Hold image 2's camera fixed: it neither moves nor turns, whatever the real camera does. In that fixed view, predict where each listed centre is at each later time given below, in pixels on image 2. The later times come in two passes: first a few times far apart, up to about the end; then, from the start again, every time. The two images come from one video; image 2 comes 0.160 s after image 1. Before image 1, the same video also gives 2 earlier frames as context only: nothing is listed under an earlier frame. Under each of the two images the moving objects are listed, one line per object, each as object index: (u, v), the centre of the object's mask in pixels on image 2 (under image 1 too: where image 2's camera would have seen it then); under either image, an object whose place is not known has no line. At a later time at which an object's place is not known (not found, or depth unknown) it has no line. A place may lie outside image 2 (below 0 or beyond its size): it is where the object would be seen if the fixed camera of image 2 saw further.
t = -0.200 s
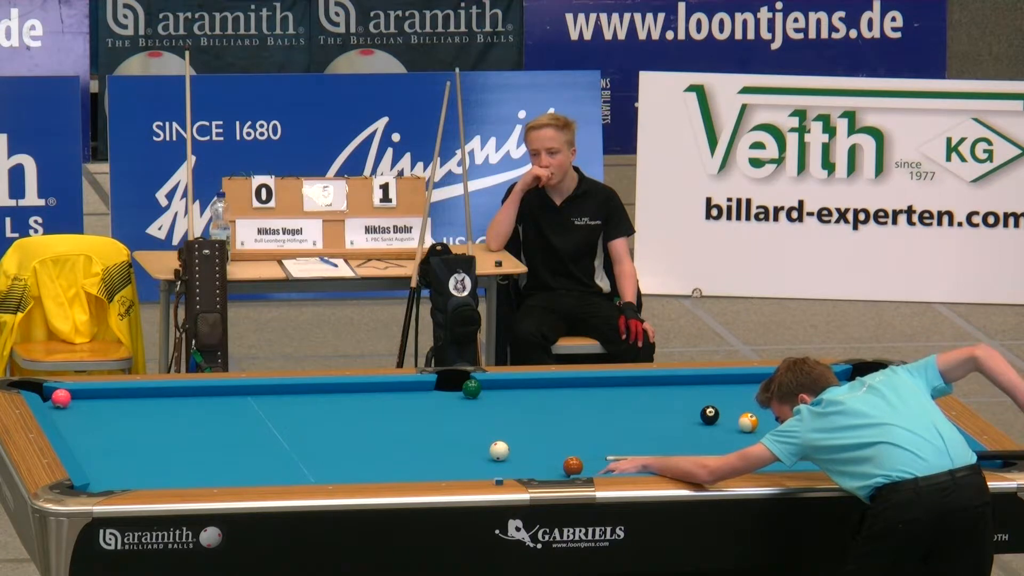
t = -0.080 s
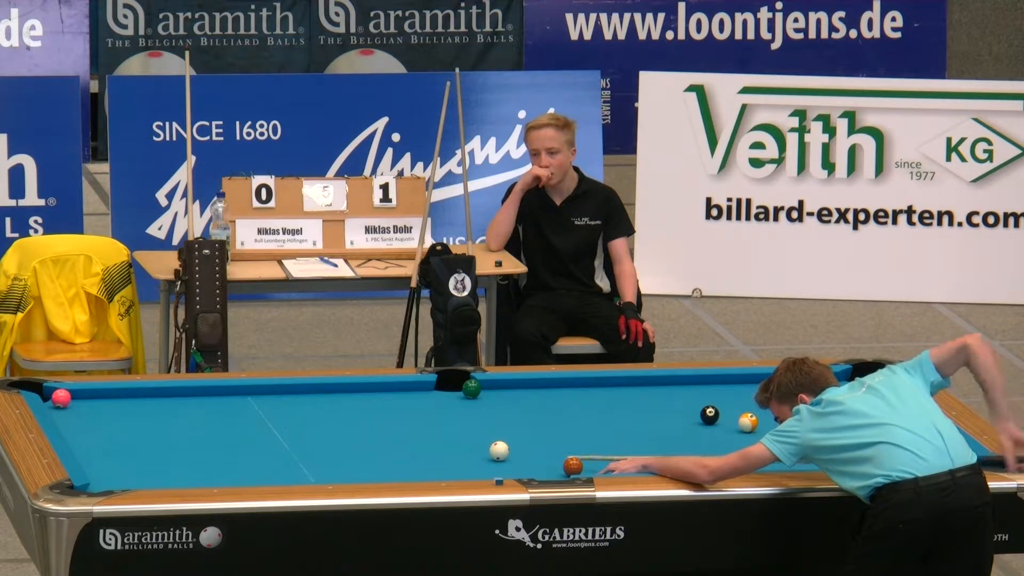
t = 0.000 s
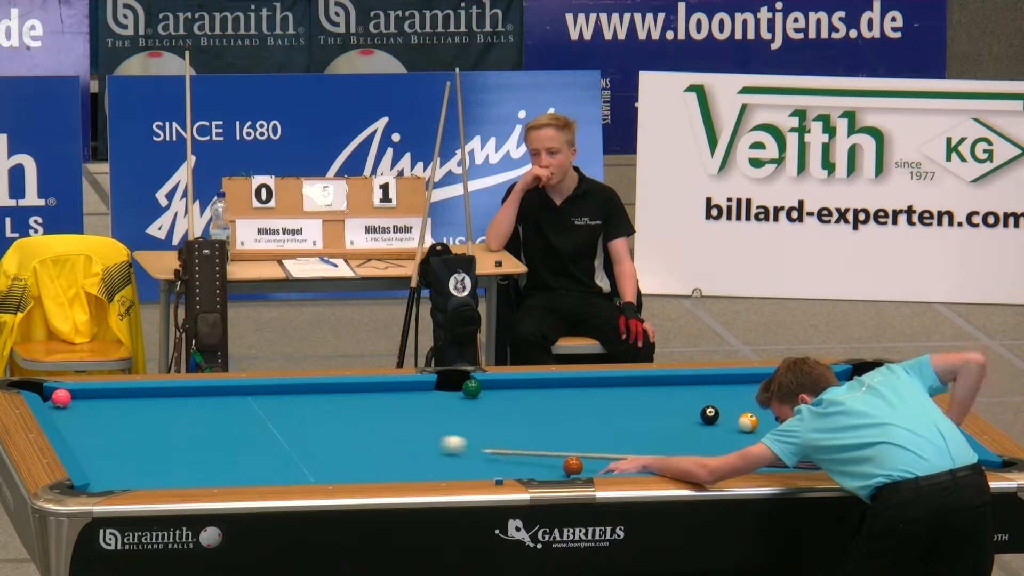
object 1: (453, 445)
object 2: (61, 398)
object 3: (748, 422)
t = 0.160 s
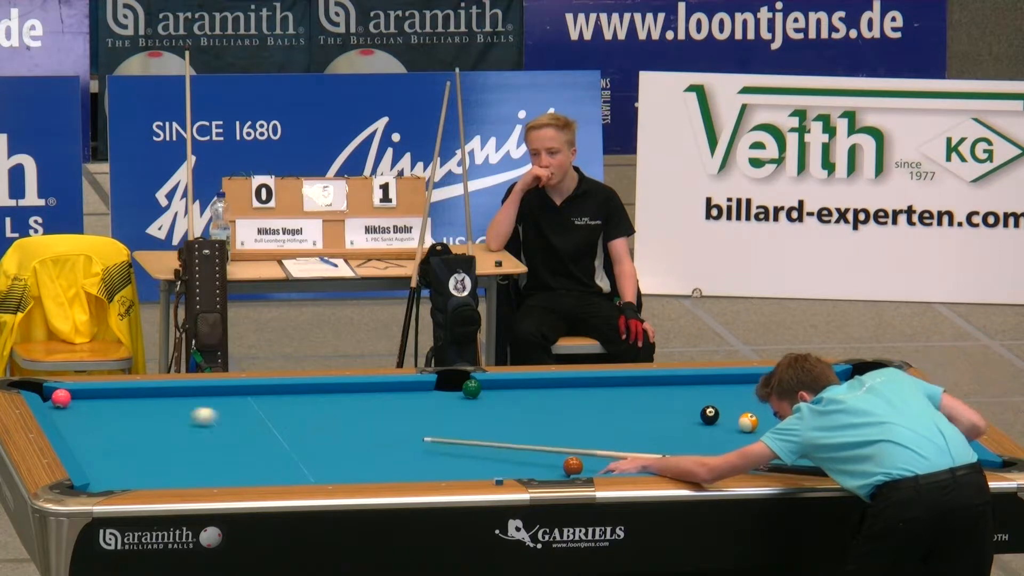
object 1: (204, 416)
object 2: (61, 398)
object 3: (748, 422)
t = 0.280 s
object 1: (60, 404)
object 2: (36, 389)
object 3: (748, 422)
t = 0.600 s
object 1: (155, 424)
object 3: (748, 422)
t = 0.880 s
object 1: (242, 441)
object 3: (748, 422)
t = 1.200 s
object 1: (342, 459)
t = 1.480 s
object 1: (429, 473)
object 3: (744, 419)
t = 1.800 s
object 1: (500, 467)
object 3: (748, 423)
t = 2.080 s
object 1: (555, 458)
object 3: (748, 423)
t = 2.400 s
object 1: (614, 446)
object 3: (748, 423)
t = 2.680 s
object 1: (663, 436)
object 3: (748, 423)
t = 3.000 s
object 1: (715, 425)
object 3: (748, 423)
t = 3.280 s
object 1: (731, 417)
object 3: (772, 423)
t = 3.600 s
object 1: (737, 408)
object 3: (805, 423)
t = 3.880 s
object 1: (741, 400)
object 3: (832, 423)
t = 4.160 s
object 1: (745, 393)
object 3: (852, 422)
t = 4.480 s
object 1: (749, 386)
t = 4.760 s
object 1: (753, 381)
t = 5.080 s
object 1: (758, 379)
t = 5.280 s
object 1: (760, 381)
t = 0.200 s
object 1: (146, 410)
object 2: (61, 398)
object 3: (748, 423)
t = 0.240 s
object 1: (89, 403)
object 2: (61, 398)
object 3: (748, 423)
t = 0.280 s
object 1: (60, 404)
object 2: (36, 389)
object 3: (748, 422)
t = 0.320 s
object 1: (60, 406)
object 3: (748, 423)
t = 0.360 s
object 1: (77, 409)
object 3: (748, 422)
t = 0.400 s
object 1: (91, 412)
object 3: (748, 422)
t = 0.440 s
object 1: (105, 415)
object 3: (748, 422)
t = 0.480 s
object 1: (118, 417)
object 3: (748, 422)
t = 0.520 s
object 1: (130, 419)
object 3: (748, 422)
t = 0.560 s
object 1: (143, 422)
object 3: (748, 422)
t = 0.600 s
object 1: (155, 424)
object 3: (748, 422)
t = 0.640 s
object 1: (168, 427)
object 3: (748, 422)
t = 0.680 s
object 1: (180, 429)
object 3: (748, 422)
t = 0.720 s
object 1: (192, 431)
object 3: (748, 422)
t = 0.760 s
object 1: (205, 433)
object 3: (748, 422)
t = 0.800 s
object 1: (218, 436)
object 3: (748, 422)
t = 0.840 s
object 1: (230, 438)
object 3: (748, 422)
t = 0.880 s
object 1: (242, 441)
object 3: (748, 422)
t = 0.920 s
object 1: (255, 443)
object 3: (749, 421)
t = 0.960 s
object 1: (267, 446)
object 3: (744, 426)
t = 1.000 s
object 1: (280, 448)
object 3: (745, 422)
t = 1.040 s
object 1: (293, 450)
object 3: (745, 420)
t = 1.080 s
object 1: (305, 453)
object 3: (744, 419)
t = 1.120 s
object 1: (317, 455)
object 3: (742, 420)
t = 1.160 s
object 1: (330, 457)
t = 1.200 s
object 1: (342, 459)
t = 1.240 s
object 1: (354, 462)
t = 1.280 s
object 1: (367, 464)
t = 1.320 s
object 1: (379, 467)
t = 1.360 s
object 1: (392, 469)
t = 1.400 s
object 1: (404, 470)
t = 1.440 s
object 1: (417, 471)
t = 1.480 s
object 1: (429, 473)
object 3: (744, 419)
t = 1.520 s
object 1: (442, 474)
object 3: (747, 421)
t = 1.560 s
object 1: (451, 474)
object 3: (748, 423)
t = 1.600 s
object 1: (459, 472)
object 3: (748, 423)
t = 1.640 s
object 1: (467, 471)
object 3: (748, 423)
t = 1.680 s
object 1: (476, 470)
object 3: (748, 423)
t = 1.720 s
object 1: (484, 469)
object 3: (748, 423)
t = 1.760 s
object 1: (492, 468)
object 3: (748, 423)
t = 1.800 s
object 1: (500, 467)
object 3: (748, 423)
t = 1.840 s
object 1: (508, 466)
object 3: (748, 423)
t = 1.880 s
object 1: (516, 465)
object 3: (748, 423)
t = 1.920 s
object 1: (524, 464)
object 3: (748, 423)
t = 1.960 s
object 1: (532, 462)
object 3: (748, 423)
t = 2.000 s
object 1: (539, 460)
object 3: (748, 423)
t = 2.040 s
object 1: (547, 459)
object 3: (748, 423)
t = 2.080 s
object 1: (555, 458)
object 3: (748, 423)
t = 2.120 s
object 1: (562, 455)
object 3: (748, 423)
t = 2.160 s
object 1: (569, 452)
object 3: (748, 423)
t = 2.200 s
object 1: (578, 451)
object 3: (748, 423)
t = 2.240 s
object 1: (585, 451)
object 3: (748, 423)
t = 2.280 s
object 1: (592, 450)
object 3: (748, 423)
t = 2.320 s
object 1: (599, 448)
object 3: (748, 423)
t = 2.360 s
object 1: (607, 447)
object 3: (748, 423)
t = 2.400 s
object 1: (614, 446)
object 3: (748, 423)
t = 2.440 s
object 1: (621, 444)
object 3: (748, 423)
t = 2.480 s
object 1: (628, 443)
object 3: (748, 423)
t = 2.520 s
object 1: (635, 441)
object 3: (748, 423)
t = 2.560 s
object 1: (642, 440)
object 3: (748, 423)
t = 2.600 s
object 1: (649, 438)
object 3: (748, 423)
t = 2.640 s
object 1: (656, 437)
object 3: (748, 423)
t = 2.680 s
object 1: (663, 436)
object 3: (748, 423)
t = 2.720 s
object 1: (669, 434)
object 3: (748, 423)
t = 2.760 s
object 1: (676, 433)
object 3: (748, 423)
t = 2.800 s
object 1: (682, 432)
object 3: (748, 423)
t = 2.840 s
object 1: (689, 430)
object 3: (748, 423)
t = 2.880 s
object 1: (695, 429)
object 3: (748, 423)
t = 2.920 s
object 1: (702, 428)
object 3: (748, 423)
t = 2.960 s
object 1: (709, 427)
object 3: (748, 423)
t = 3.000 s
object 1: (715, 425)
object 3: (748, 423)
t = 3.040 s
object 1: (721, 424)
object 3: (748, 423)
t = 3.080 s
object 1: (727, 423)
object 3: (748, 423)
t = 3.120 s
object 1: (728, 421)
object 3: (753, 423)
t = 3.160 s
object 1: (728, 420)
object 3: (758, 423)
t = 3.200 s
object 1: (730, 419)
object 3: (763, 423)
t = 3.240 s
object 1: (730, 418)
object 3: (767, 423)
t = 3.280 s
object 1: (731, 417)
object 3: (772, 423)
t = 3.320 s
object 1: (732, 416)
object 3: (776, 422)
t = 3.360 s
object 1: (733, 414)
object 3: (781, 423)
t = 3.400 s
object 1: (733, 413)
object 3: (785, 423)
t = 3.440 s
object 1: (734, 412)
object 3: (789, 423)
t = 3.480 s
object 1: (734, 411)
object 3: (793, 423)
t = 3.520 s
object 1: (735, 410)
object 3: (797, 423)
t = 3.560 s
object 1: (736, 409)
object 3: (801, 423)
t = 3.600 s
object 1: (737, 408)
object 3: (805, 423)
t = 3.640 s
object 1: (737, 407)
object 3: (809, 423)
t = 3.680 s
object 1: (738, 405)
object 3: (813, 423)
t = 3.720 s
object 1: (739, 404)
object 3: (817, 423)
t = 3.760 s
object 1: (739, 403)
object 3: (821, 423)
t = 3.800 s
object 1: (739, 402)
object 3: (825, 423)
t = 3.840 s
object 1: (740, 401)
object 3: (829, 423)
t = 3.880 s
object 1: (741, 400)
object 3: (832, 423)
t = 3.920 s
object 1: (741, 399)
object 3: (836, 423)
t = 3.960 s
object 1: (742, 398)
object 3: (840, 423)
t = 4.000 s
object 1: (743, 397)
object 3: (843, 423)
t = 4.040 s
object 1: (743, 396)
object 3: (846, 423)
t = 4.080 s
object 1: (744, 395)
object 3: (848, 423)
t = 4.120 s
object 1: (744, 394)
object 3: (850, 422)
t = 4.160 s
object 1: (745, 393)
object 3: (852, 422)
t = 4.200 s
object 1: (746, 392)
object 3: (854, 419)
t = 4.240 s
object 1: (746, 391)
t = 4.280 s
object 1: (747, 390)
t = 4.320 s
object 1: (747, 390)
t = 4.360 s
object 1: (748, 389)
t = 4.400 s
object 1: (748, 388)
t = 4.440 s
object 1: (749, 387)
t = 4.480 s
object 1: (749, 386)
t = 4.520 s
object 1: (750, 385)
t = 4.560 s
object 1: (750, 384)
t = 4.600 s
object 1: (751, 384)
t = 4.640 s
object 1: (751, 383)
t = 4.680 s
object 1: (752, 382)
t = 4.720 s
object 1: (752, 381)
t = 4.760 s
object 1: (753, 381)
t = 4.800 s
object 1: (753, 380)
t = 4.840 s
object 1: (754, 379)
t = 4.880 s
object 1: (754, 378)
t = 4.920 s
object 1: (755, 378)
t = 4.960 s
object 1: (756, 378)
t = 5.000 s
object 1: (756, 378)
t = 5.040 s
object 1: (757, 379)
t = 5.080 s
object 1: (758, 379)
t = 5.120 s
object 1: (758, 380)
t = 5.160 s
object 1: (758, 380)
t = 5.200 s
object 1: (759, 380)
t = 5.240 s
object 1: (760, 381)
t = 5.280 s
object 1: (760, 381)
